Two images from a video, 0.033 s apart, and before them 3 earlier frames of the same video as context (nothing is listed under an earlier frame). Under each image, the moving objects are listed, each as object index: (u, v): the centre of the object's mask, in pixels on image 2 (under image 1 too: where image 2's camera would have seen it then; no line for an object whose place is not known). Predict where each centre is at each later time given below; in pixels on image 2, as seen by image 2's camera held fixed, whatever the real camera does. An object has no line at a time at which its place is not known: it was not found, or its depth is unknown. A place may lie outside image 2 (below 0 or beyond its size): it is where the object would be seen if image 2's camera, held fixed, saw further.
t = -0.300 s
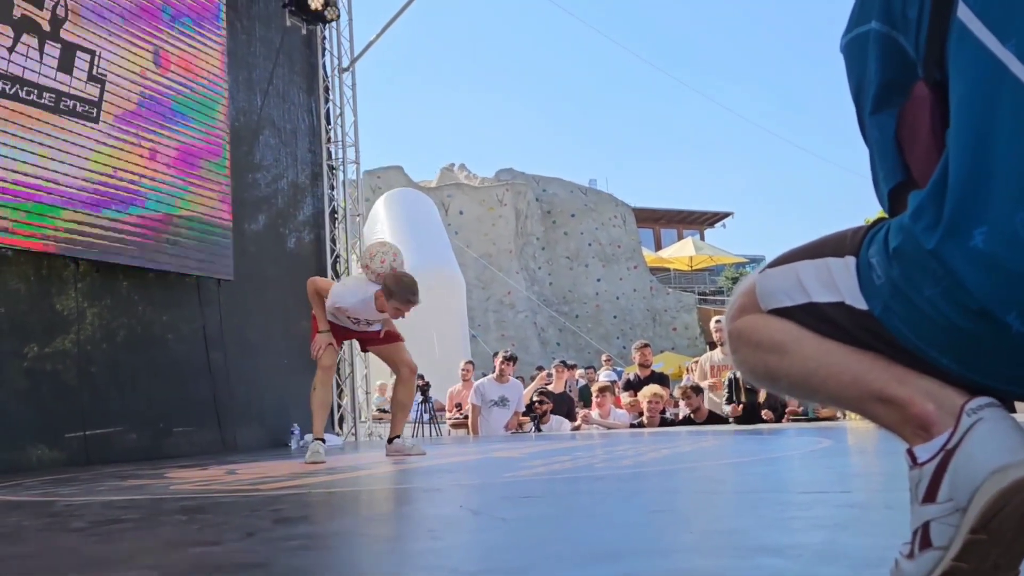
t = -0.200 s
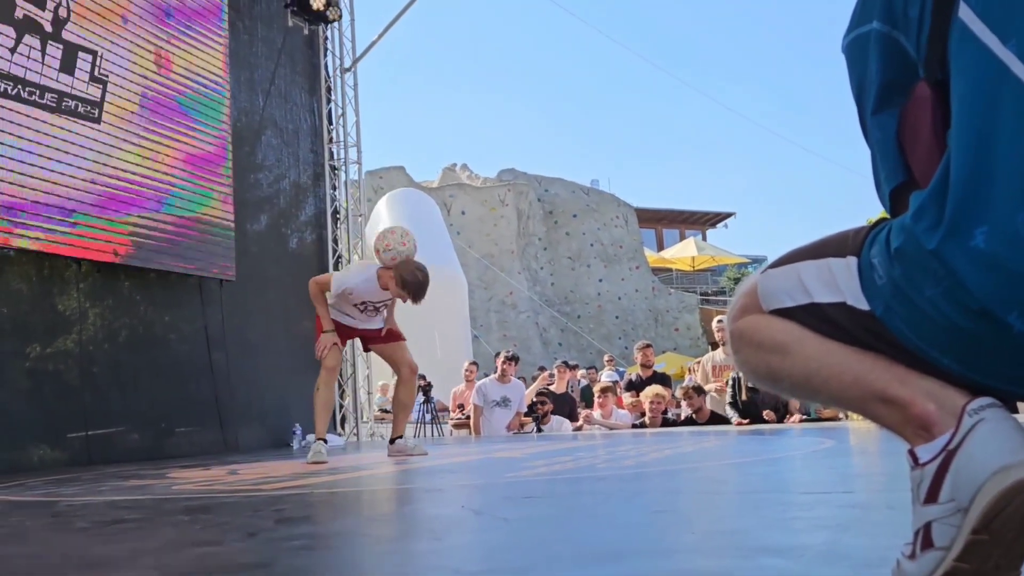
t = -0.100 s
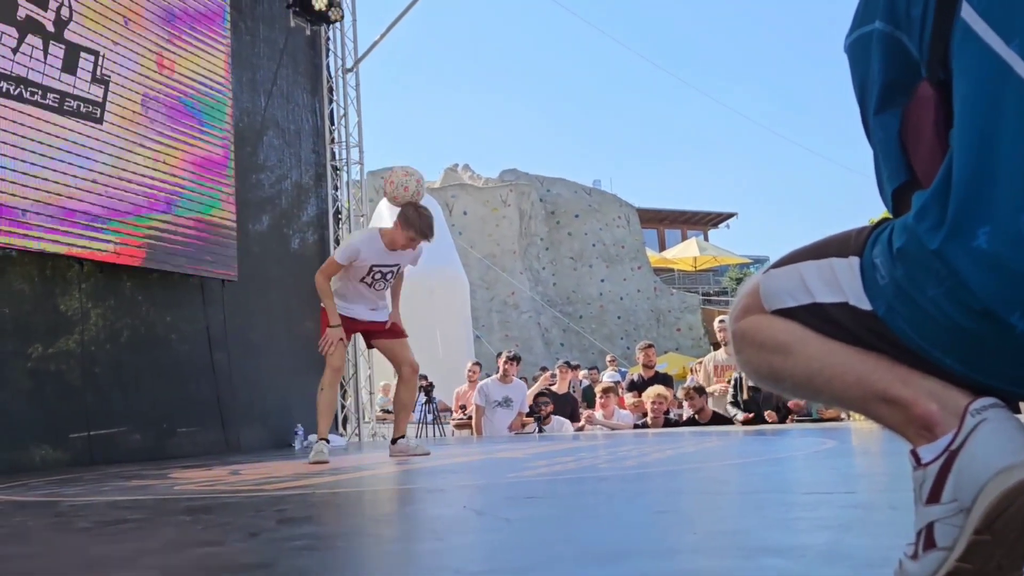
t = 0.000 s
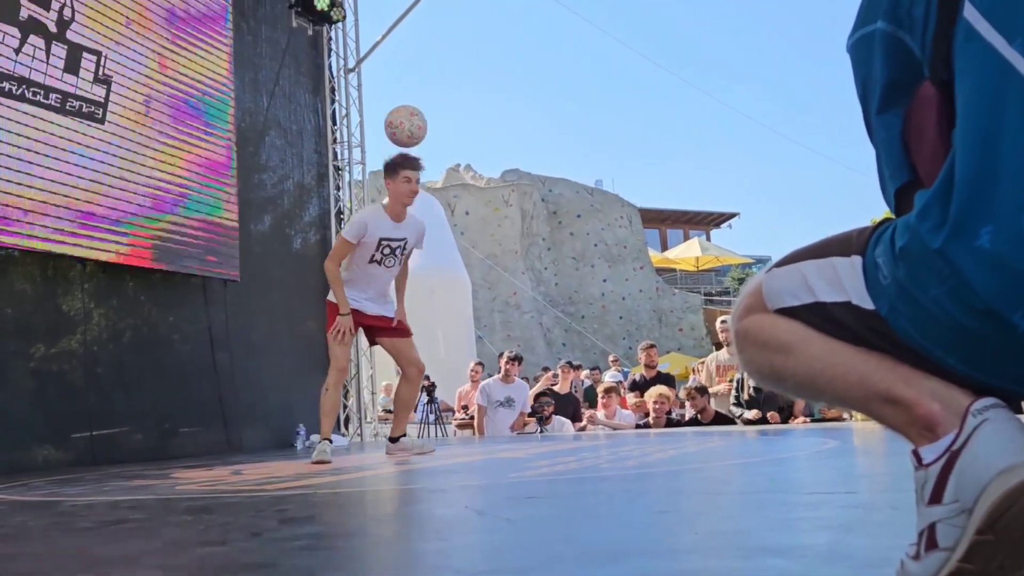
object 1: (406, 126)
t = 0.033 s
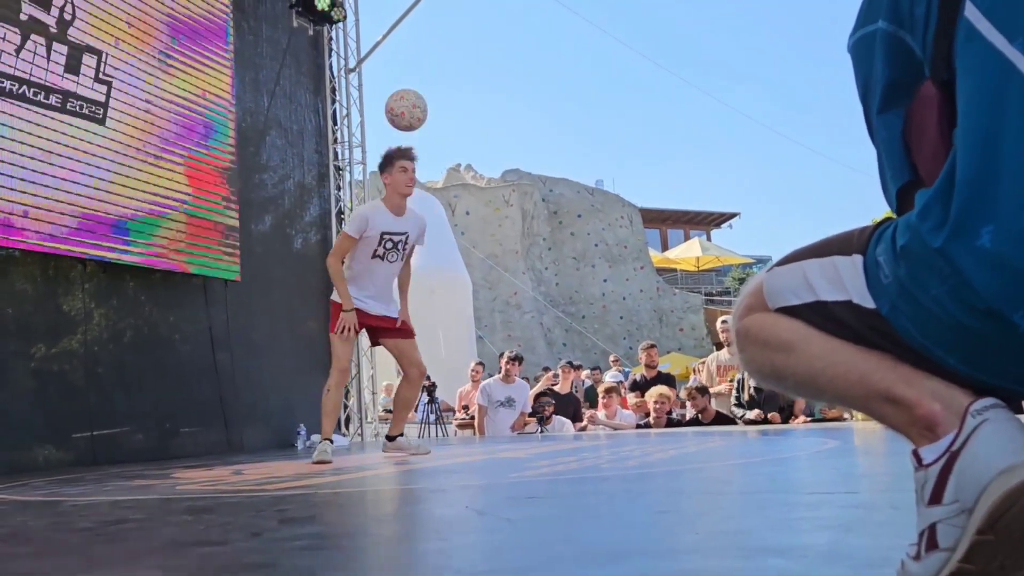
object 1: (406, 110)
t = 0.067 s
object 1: (406, 96)
